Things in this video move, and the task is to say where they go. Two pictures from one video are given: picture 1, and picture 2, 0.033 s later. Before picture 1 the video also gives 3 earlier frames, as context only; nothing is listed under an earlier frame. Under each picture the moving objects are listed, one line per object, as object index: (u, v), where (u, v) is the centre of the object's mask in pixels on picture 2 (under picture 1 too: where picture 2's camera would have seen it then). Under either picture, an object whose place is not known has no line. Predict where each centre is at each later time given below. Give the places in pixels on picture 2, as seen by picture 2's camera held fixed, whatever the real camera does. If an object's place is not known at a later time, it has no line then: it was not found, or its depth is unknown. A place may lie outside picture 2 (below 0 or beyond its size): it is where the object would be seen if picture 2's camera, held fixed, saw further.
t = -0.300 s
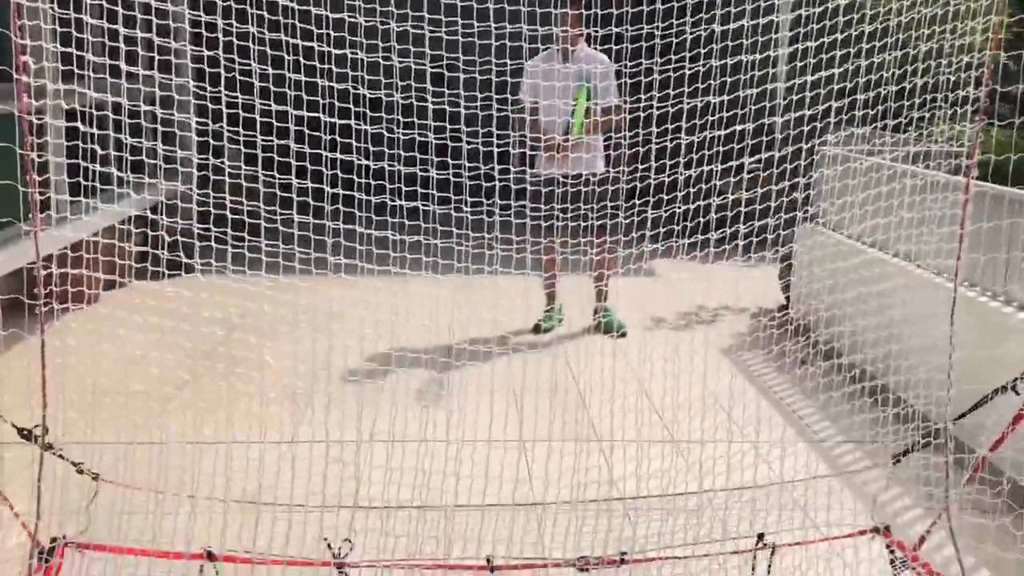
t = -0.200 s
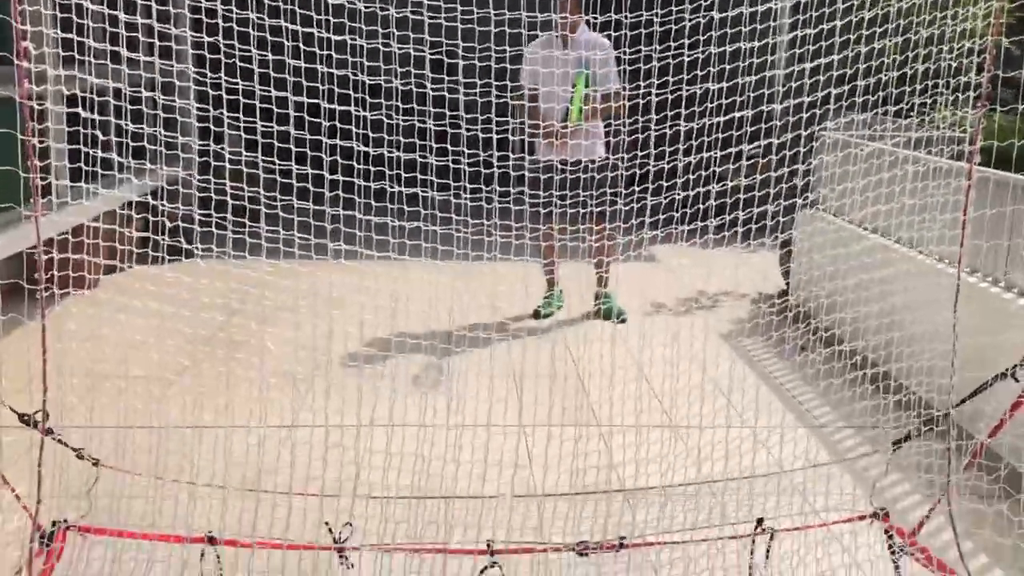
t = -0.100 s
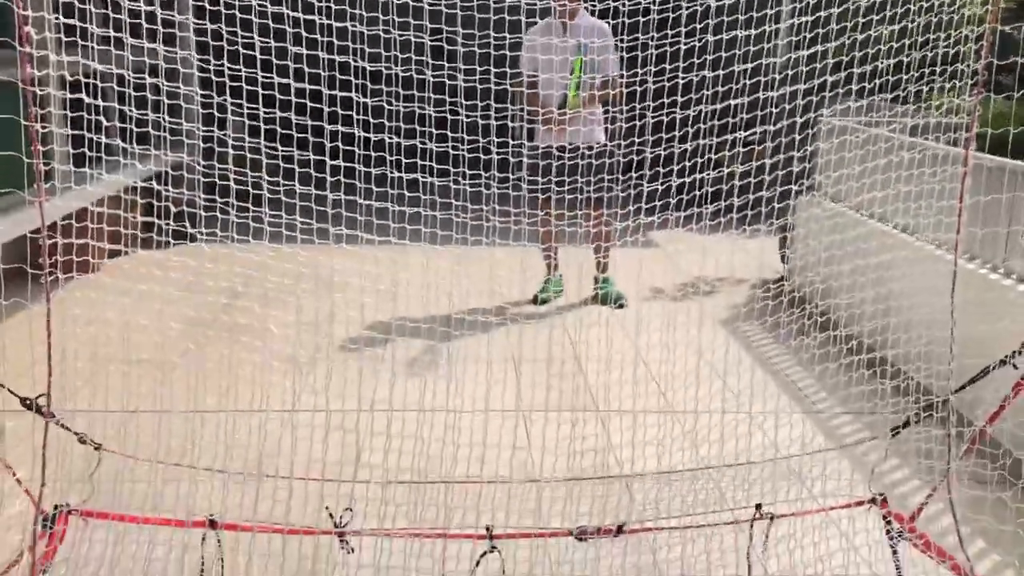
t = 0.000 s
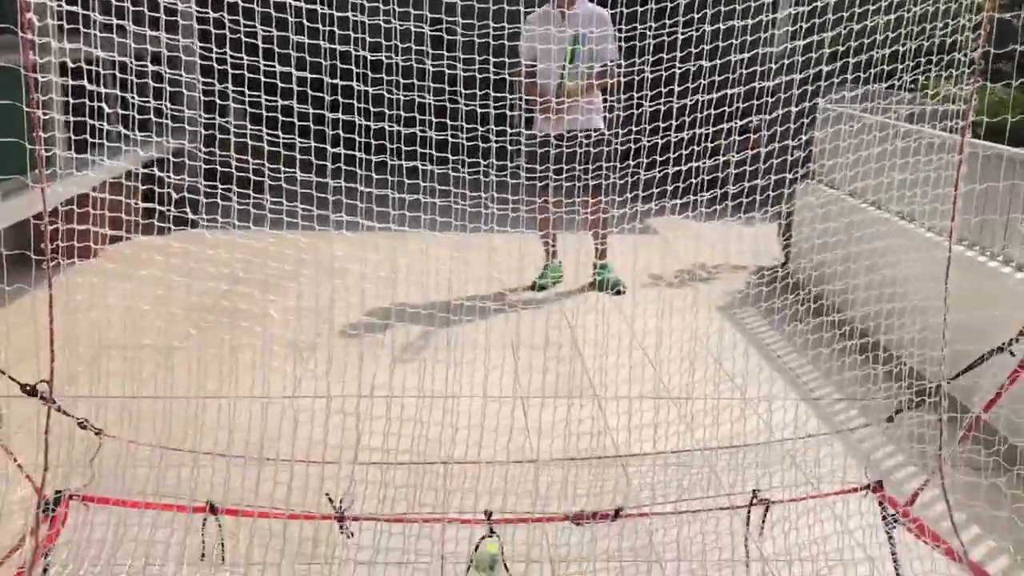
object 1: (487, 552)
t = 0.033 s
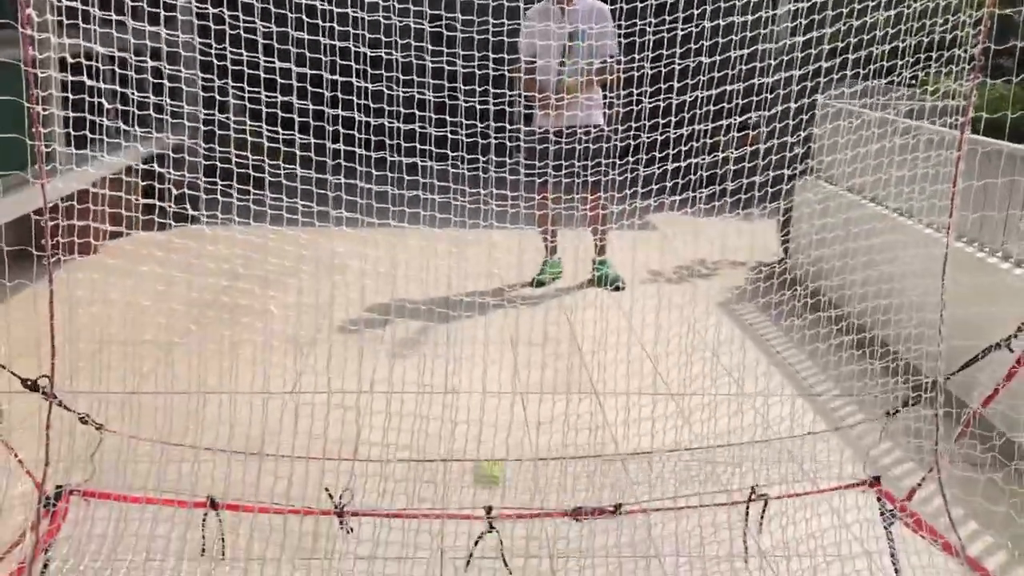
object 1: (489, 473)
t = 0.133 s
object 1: (493, 274)
